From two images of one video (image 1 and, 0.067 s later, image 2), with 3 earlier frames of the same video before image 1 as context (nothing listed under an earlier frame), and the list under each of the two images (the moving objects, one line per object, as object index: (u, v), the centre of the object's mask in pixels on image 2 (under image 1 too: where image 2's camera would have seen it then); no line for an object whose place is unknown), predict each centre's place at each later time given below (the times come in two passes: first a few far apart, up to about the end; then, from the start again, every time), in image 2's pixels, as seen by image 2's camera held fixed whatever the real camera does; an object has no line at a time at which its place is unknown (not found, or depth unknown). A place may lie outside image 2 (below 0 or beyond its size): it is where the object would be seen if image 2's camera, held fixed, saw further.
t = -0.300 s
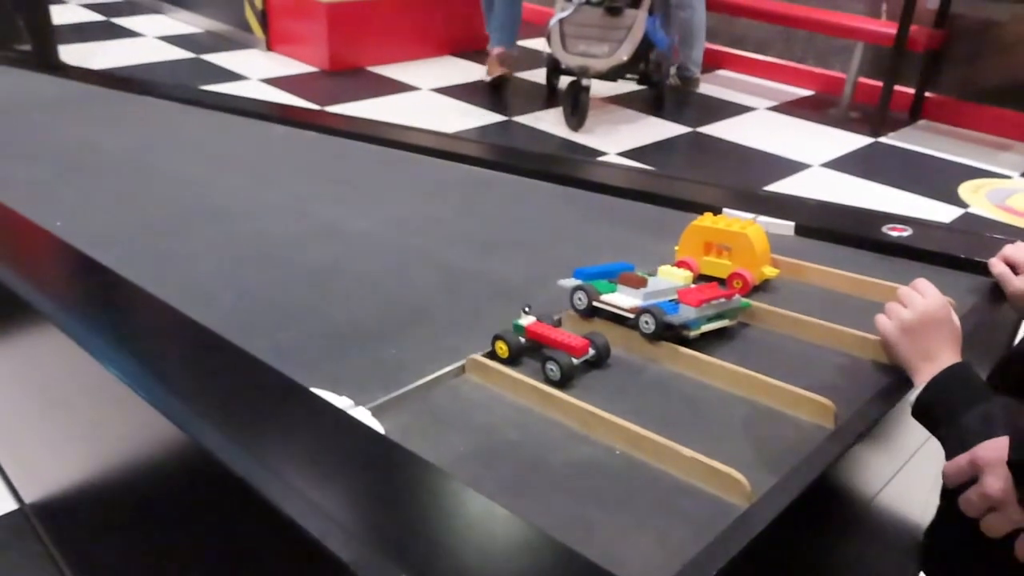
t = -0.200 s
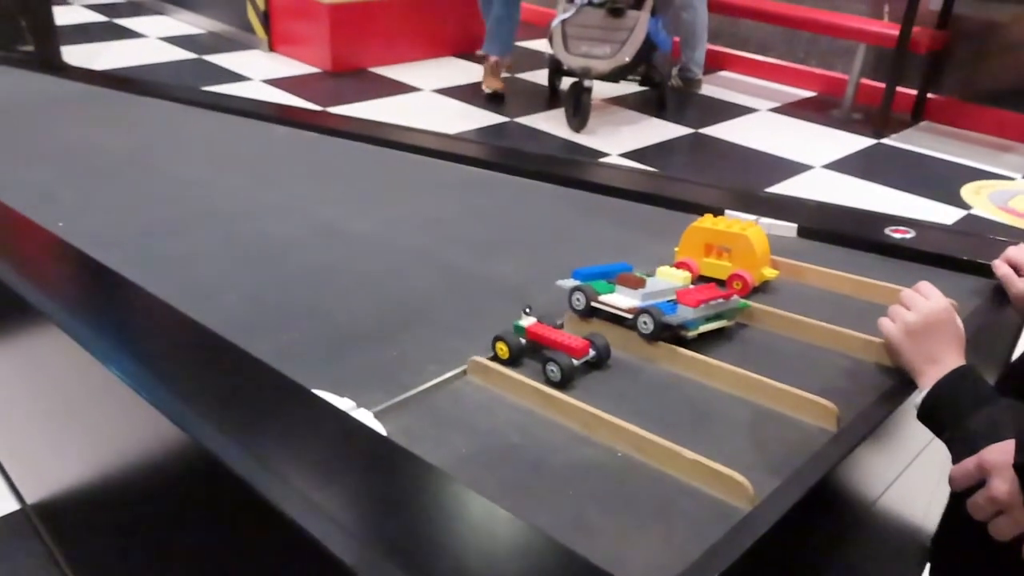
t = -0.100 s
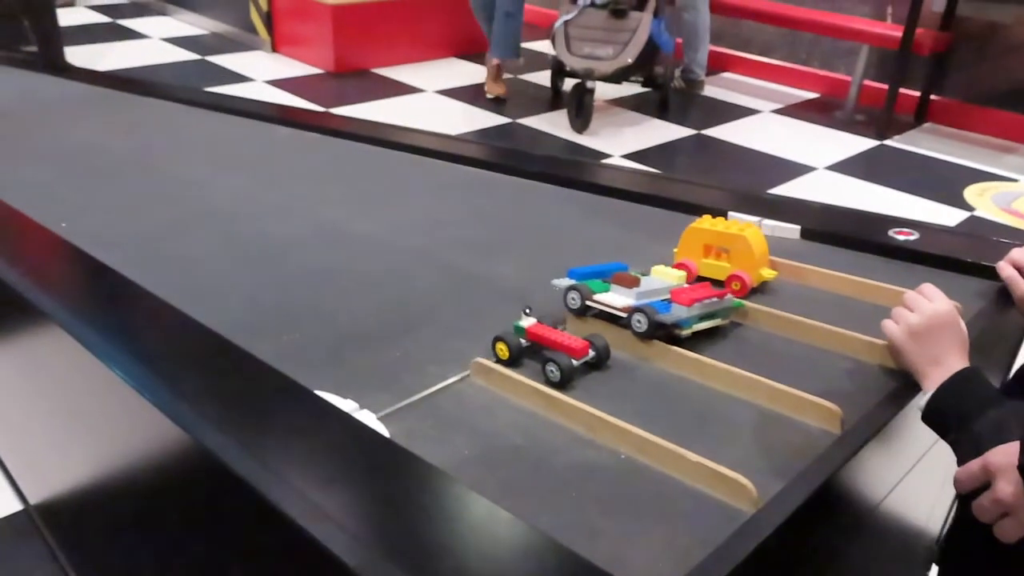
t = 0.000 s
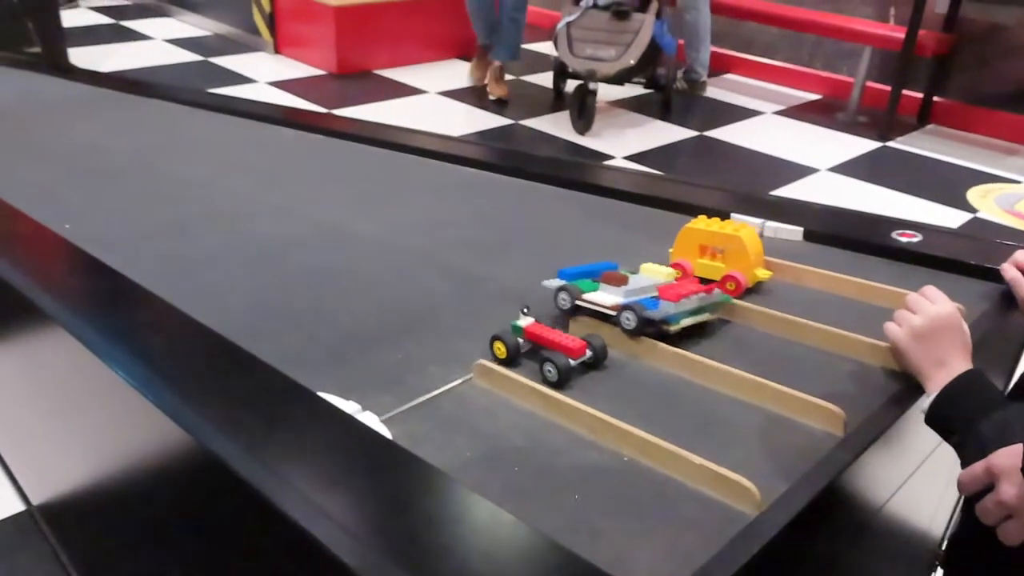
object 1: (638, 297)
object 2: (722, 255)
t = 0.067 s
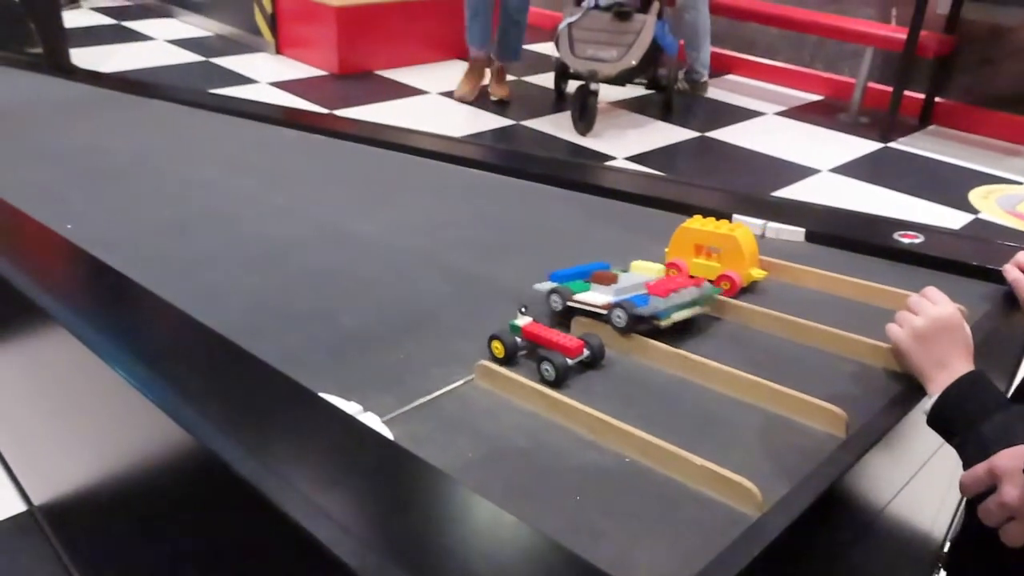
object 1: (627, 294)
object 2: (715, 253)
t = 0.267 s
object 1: (598, 285)
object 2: (698, 249)
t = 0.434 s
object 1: (583, 282)
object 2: (677, 245)
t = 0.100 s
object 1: (620, 293)
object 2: (713, 252)
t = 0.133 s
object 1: (614, 292)
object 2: (710, 251)
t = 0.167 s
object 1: (608, 290)
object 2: (708, 251)
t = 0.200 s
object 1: (604, 287)
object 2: (706, 250)
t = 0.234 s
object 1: (599, 286)
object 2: (702, 249)
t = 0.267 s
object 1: (598, 285)
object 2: (698, 249)
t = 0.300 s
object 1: (595, 285)
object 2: (694, 248)
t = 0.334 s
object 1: (594, 284)
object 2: (689, 248)
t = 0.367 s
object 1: (592, 283)
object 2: (685, 247)
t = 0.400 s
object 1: (588, 282)
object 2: (681, 246)
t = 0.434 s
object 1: (583, 282)
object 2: (677, 245)
